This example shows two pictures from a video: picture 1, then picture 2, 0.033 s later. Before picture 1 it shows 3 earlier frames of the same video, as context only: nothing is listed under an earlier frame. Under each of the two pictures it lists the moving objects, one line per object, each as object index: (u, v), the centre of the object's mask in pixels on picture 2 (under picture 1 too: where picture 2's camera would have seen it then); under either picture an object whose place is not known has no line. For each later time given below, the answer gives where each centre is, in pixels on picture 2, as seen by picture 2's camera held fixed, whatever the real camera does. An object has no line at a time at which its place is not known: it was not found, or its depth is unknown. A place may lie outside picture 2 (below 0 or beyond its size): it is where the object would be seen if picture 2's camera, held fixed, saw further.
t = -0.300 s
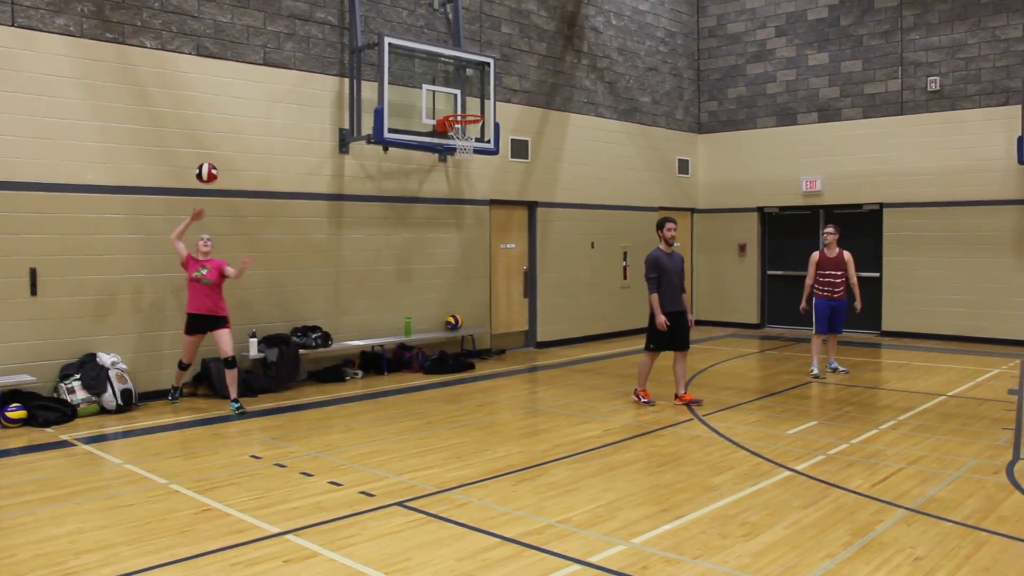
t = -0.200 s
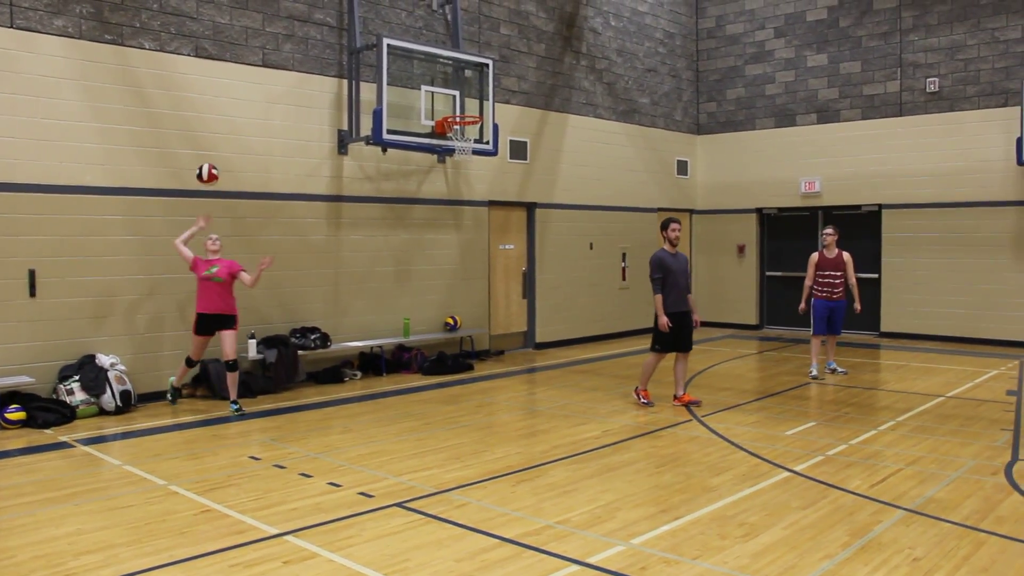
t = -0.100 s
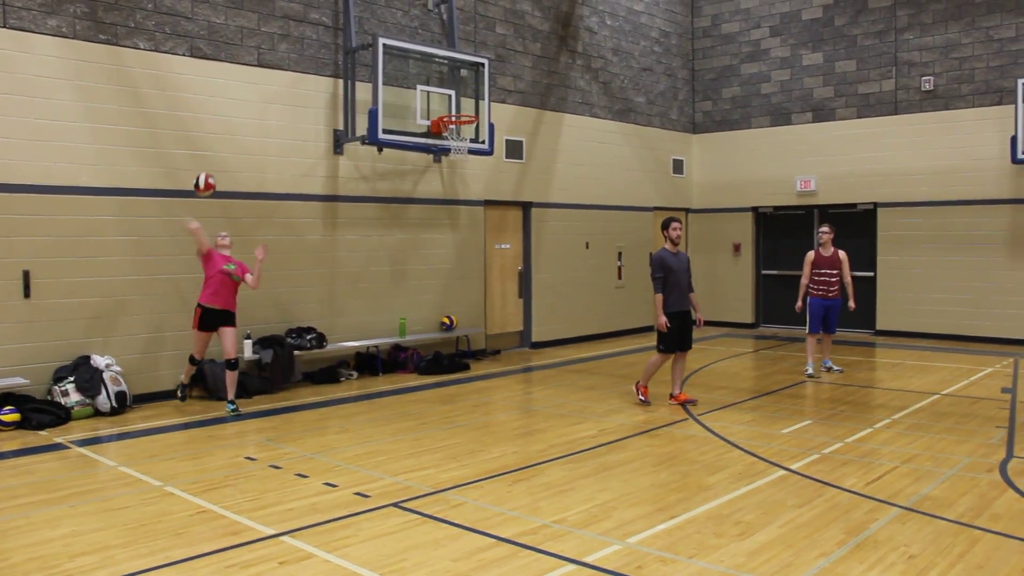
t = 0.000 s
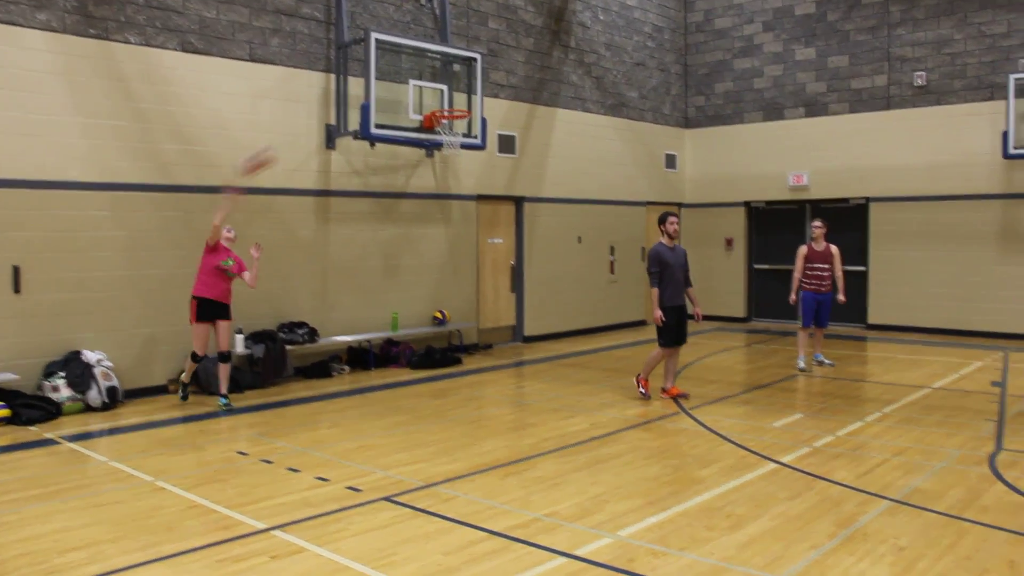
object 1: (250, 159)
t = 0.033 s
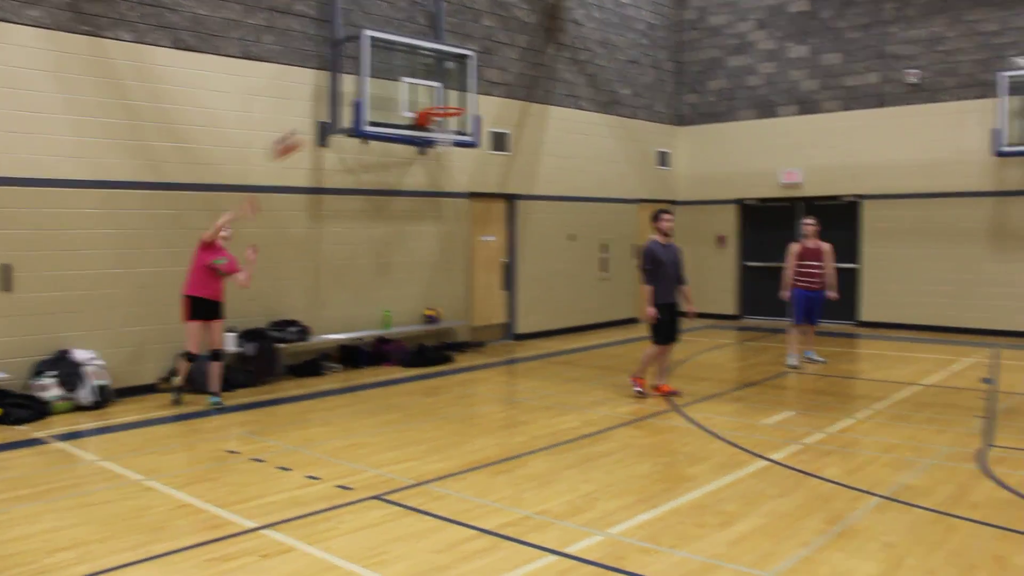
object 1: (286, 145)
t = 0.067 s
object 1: (325, 132)
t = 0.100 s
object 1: (368, 115)
